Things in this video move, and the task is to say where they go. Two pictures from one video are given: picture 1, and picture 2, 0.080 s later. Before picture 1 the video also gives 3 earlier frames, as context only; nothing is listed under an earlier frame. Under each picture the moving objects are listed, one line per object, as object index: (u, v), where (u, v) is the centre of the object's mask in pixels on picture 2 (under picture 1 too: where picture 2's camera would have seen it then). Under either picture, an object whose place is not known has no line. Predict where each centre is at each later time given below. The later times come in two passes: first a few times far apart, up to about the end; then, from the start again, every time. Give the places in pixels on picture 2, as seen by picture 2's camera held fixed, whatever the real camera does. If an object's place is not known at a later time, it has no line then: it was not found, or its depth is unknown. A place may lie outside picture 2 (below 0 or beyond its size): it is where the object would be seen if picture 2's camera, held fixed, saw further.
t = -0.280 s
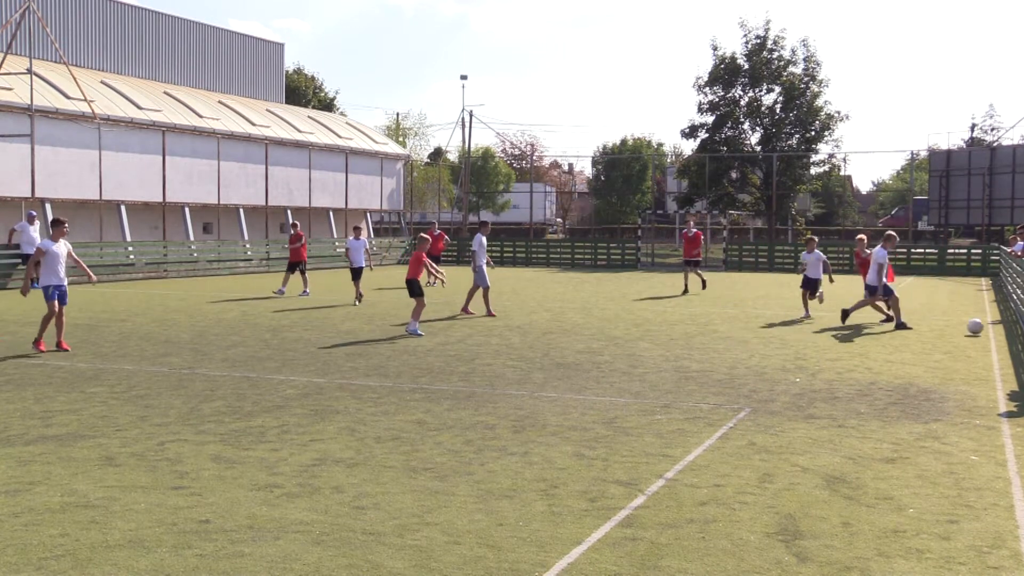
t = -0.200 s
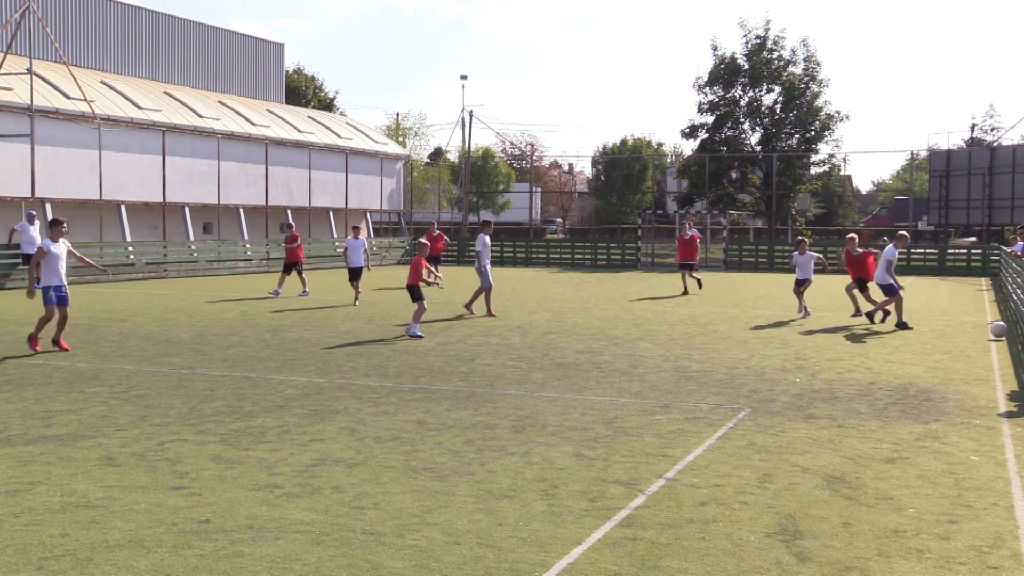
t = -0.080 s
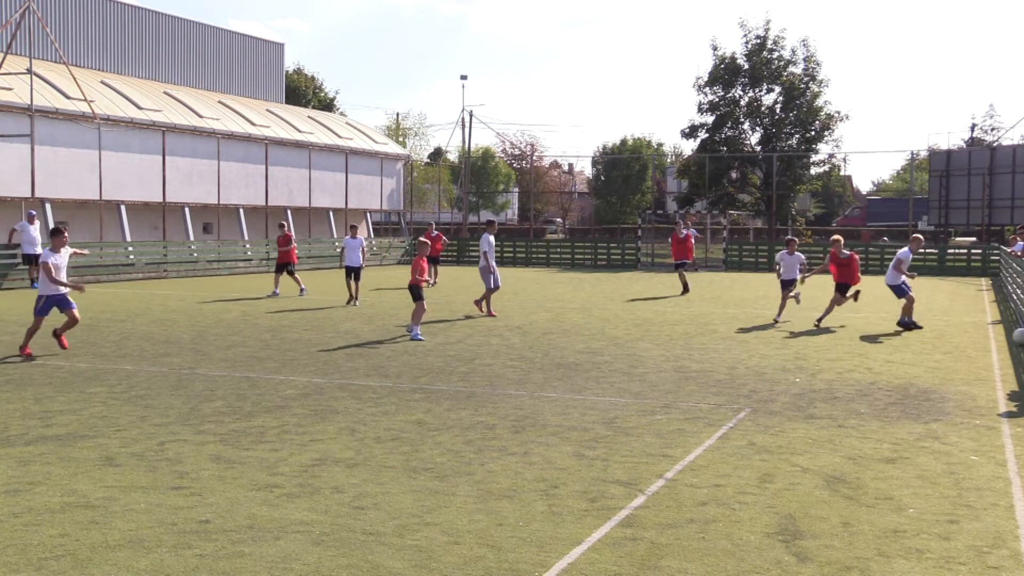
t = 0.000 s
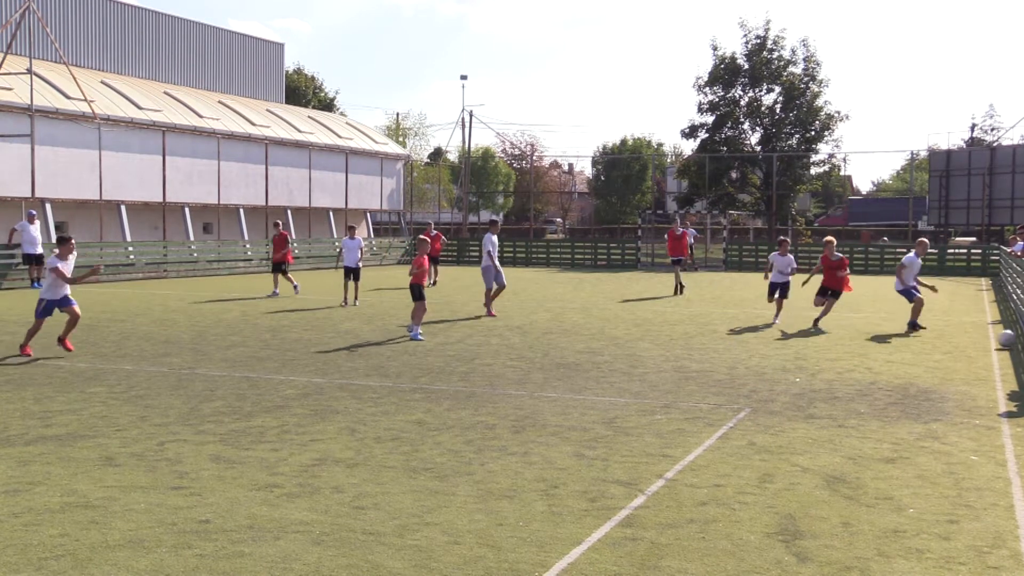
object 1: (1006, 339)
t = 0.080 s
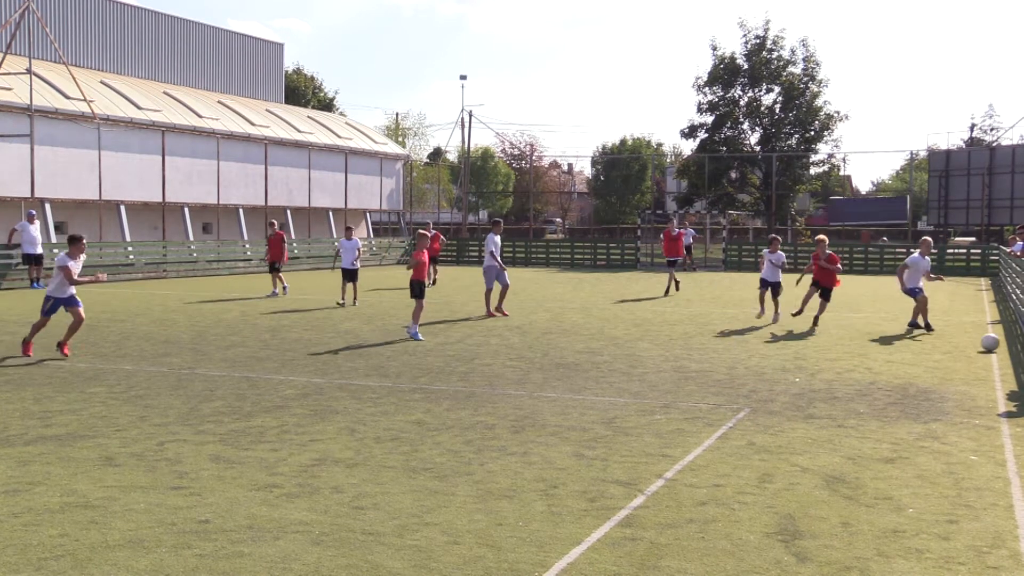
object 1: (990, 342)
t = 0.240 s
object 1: (961, 347)
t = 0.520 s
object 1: (917, 355)
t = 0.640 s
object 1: (897, 359)
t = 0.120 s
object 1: (982, 343)
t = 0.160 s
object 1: (975, 344)
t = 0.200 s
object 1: (969, 346)
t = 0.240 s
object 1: (961, 347)
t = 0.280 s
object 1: (956, 348)
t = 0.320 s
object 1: (949, 349)
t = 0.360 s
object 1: (942, 350)
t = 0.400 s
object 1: (936, 351)
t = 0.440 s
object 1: (929, 352)
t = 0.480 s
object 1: (923, 354)
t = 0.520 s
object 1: (917, 355)
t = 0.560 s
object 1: (911, 356)
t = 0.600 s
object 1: (904, 357)
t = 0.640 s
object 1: (897, 359)
